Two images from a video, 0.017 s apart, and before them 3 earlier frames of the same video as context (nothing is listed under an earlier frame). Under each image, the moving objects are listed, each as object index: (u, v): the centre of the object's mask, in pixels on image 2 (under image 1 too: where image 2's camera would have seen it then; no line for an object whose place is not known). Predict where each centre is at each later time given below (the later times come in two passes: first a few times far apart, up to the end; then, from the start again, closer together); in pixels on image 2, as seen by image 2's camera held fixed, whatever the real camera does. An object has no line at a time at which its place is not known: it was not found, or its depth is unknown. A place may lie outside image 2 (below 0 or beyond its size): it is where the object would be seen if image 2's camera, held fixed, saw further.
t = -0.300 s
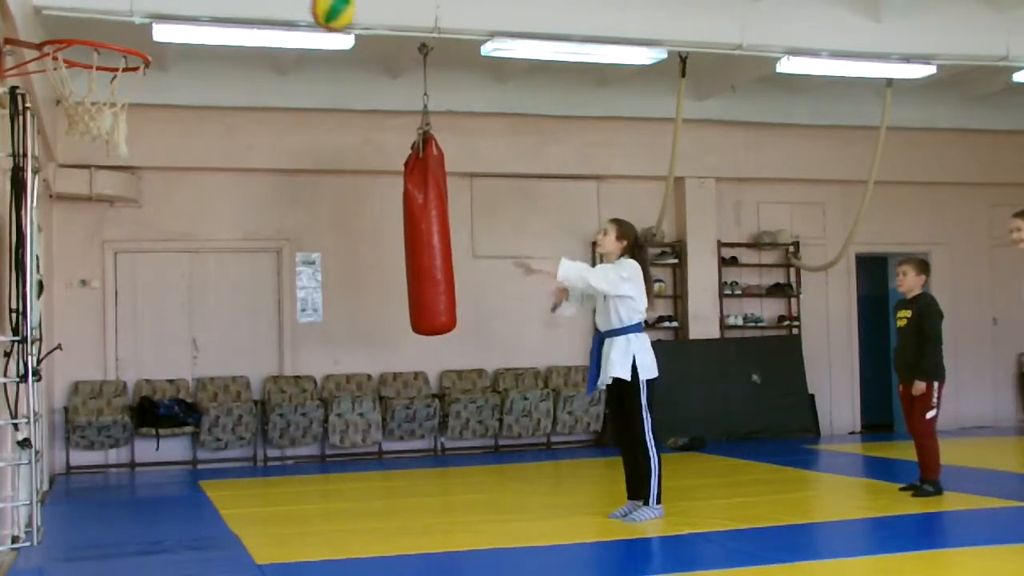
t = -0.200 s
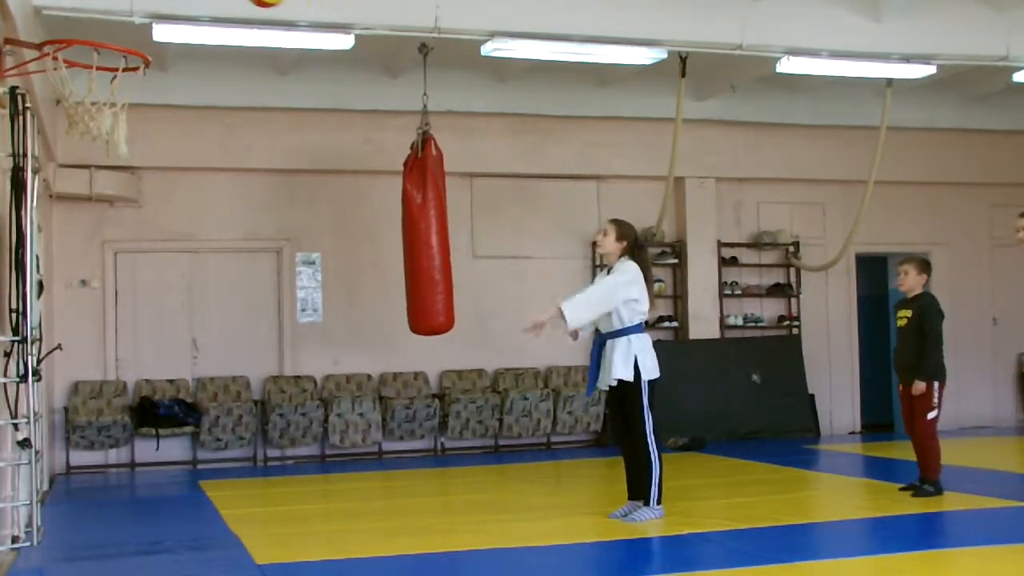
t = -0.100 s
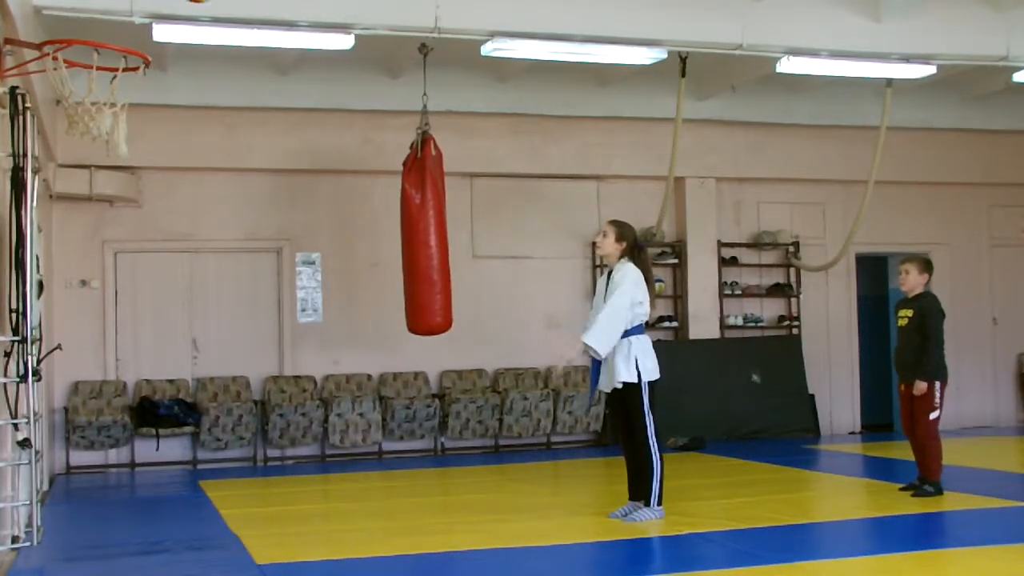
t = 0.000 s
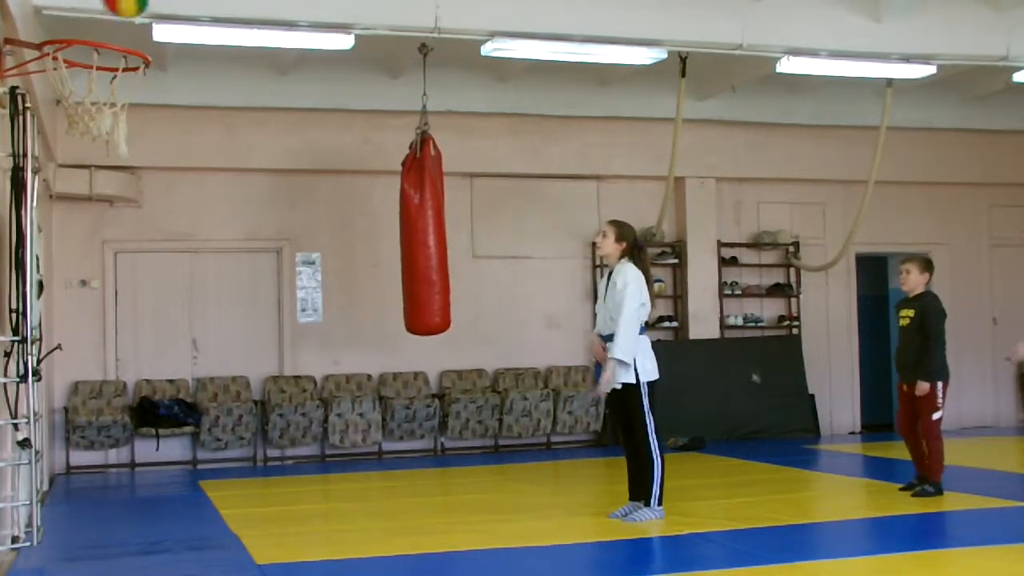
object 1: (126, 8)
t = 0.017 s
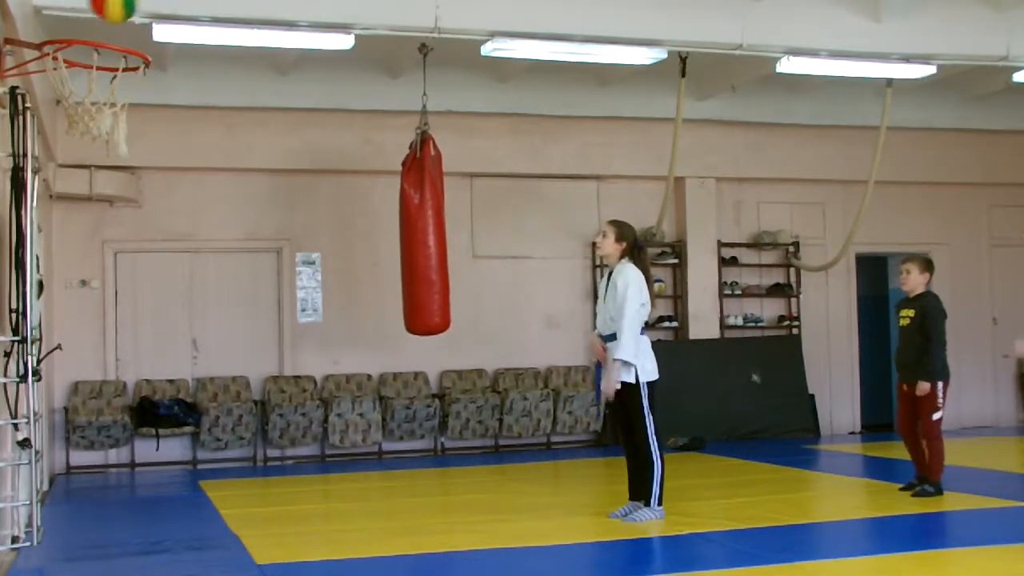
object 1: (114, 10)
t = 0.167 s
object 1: (45, 3)
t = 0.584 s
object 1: (128, 32)
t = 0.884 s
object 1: (85, 26)
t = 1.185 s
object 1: (107, 81)
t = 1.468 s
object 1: (105, 138)
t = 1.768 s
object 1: (95, 329)
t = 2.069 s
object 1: (84, 449)
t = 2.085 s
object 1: (82, 437)
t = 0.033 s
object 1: (102, 12)
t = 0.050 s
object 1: (89, 15)
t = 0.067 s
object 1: (77, 18)
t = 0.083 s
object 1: (69, 19)
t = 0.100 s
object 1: (64, 15)
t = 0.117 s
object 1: (59, 11)
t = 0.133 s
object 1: (55, 9)
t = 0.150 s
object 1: (50, 6)
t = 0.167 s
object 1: (45, 3)
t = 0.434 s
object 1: (98, 4)
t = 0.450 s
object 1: (102, 6)
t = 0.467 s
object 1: (107, 8)
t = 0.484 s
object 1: (111, 11)
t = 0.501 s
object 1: (116, 14)
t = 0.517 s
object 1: (120, 18)
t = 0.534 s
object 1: (125, 23)
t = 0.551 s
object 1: (130, 29)
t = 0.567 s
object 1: (132, 34)
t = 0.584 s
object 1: (128, 32)
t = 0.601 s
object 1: (125, 30)
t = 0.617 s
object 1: (121, 28)
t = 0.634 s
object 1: (117, 26)
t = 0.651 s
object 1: (113, 26)
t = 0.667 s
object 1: (109, 26)
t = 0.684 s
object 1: (105, 26)
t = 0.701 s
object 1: (101, 27)
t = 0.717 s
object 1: (97, 26)
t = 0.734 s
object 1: (94, 27)
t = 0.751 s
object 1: (90, 35)
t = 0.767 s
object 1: (87, 38)
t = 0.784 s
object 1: (83, 42)
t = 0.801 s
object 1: (81, 43)
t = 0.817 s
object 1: (81, 39)
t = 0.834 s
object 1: (83, 35)
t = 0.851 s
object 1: (83, 32)
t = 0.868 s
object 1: (84, 25)
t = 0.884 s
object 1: (85, 26)
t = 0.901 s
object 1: (86, 23)
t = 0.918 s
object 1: (87, 22)
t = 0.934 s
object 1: (88, 22)
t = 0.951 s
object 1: (89, 22)
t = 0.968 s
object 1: (90, 22)
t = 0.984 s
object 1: (91, 23)
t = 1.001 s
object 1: (92, 24)
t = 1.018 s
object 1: (94, 25)
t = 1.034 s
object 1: (95, 27)
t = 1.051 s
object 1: (96, 34)
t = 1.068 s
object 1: (98, 37)
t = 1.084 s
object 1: (99, 43)
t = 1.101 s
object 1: (100, 48)
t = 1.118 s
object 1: (100, 54)
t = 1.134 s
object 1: (101, 60)
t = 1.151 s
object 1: (103, 67)
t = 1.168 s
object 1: (105, 73)
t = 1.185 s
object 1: (107, 81)
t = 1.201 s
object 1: (108, 88)
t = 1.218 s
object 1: (108, 91)
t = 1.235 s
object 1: (108, 93)
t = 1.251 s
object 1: (109, 95)
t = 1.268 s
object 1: (109, 96)
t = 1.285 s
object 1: (108, 98)
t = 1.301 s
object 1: (108, 100)
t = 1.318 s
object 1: (107, 101)
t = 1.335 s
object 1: (107, 108)
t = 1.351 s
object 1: (107, 110)
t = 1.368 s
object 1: (106, 113)
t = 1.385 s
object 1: (106, 115)
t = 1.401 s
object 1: (106, 118)
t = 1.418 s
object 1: (105, 121)
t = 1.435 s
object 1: (104, 126)
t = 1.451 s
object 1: (105, 130)
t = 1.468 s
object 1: (105, 138)
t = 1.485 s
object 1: (104, 143)
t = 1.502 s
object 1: (103, 149)
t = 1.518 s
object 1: (102, 155)
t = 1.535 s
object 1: (101, 163)
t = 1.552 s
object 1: (101, 171)
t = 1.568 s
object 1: (100, 180)
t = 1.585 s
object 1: (100, 190)
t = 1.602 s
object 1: (100, 200)
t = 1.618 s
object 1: (99, 209)
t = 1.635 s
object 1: (98, 220)
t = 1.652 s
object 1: (98, 232)
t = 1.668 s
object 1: (98, 244)
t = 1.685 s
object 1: (97, 257)
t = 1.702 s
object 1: (97, 271)
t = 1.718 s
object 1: (96, 284)
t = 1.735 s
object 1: (95, 298)
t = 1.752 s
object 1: (95, 314)
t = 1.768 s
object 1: (95, 329)
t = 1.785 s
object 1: (94, 344)
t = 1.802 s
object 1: (94, 360)
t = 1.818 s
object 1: (94, 379)
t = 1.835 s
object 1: (94, 395)
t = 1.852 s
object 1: (93, 412)
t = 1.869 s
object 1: (94, 430)
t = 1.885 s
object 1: (93, 449)
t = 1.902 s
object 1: (93, 469)
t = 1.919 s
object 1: (93, 489)
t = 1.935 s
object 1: (94, 509)
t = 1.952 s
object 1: (93, 530)
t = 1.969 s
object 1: (92, 531)
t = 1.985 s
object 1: (91, 515)
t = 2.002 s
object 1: (90, 501)
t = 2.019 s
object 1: (88, 488)
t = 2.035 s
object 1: (87, 474)
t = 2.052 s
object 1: (85, 461)
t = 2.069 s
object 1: (84, 449)
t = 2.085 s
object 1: (82, 437)
